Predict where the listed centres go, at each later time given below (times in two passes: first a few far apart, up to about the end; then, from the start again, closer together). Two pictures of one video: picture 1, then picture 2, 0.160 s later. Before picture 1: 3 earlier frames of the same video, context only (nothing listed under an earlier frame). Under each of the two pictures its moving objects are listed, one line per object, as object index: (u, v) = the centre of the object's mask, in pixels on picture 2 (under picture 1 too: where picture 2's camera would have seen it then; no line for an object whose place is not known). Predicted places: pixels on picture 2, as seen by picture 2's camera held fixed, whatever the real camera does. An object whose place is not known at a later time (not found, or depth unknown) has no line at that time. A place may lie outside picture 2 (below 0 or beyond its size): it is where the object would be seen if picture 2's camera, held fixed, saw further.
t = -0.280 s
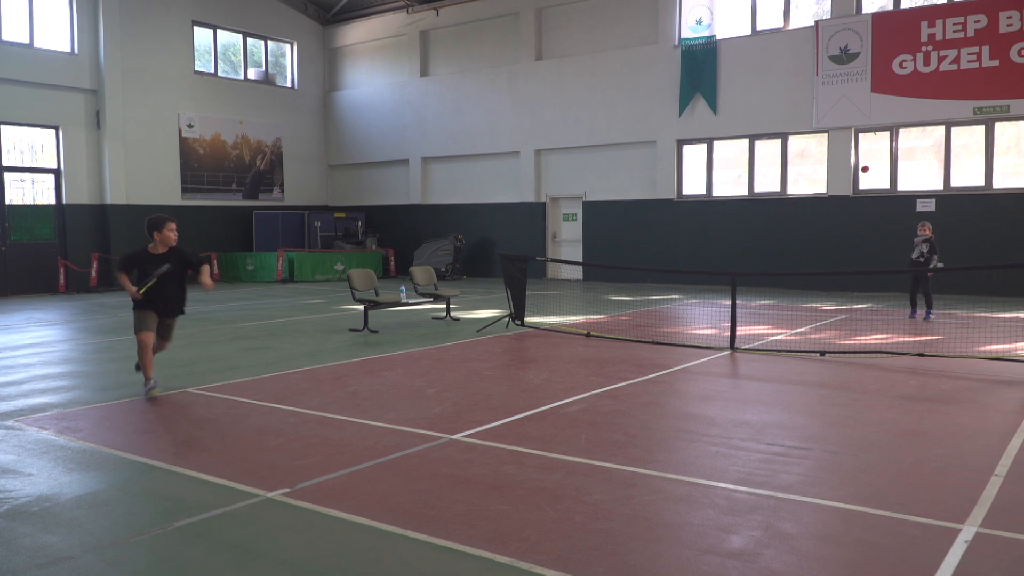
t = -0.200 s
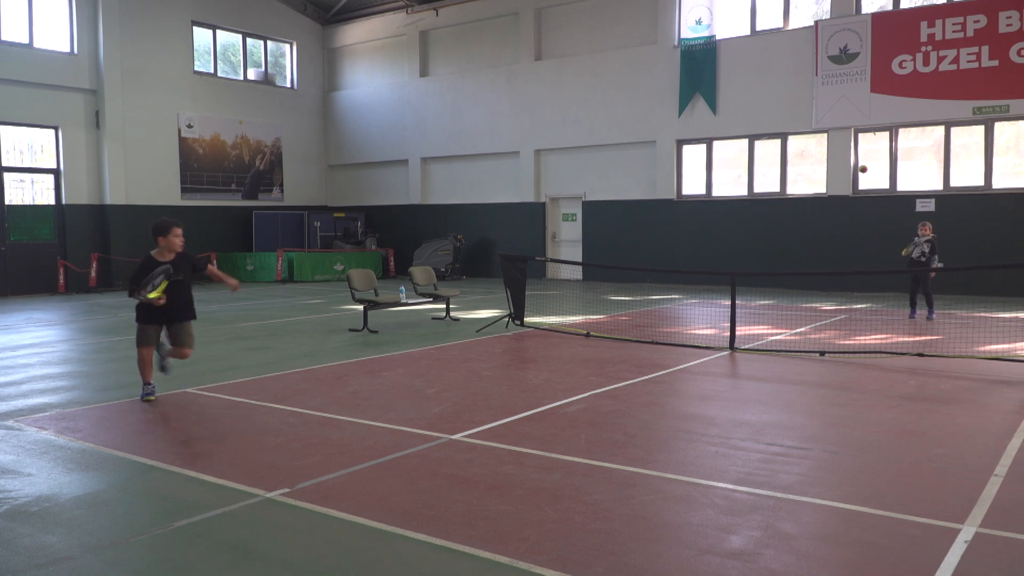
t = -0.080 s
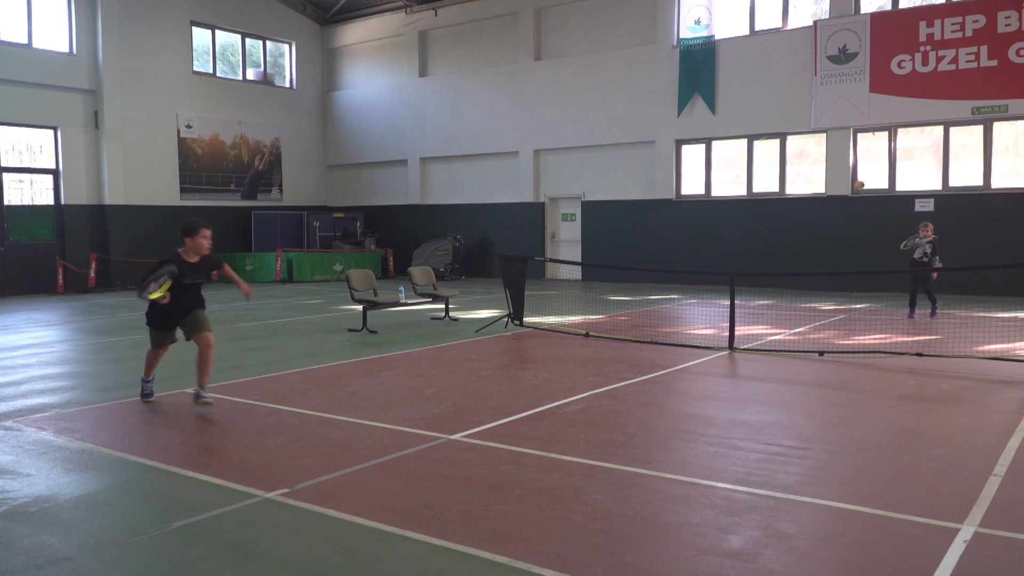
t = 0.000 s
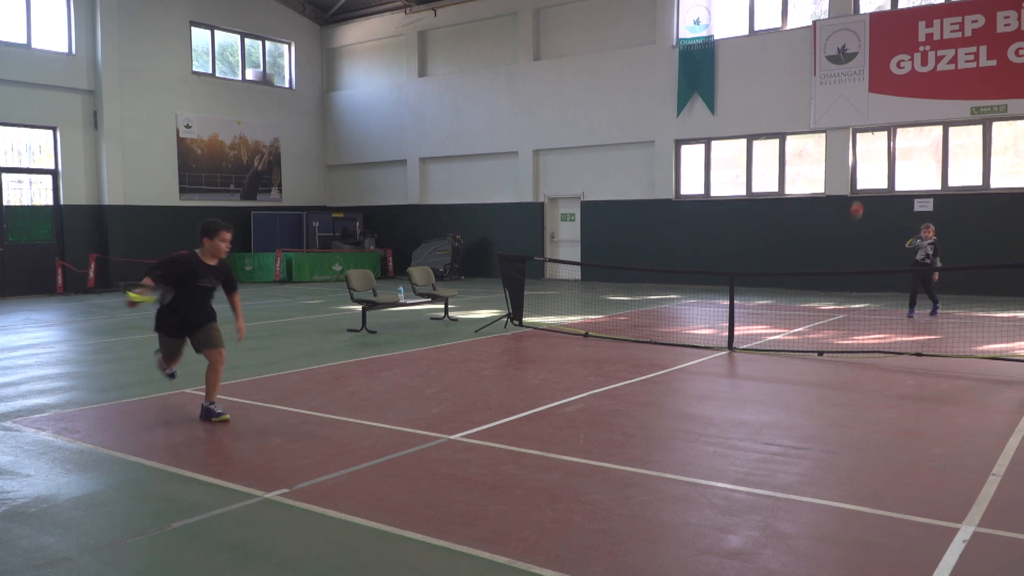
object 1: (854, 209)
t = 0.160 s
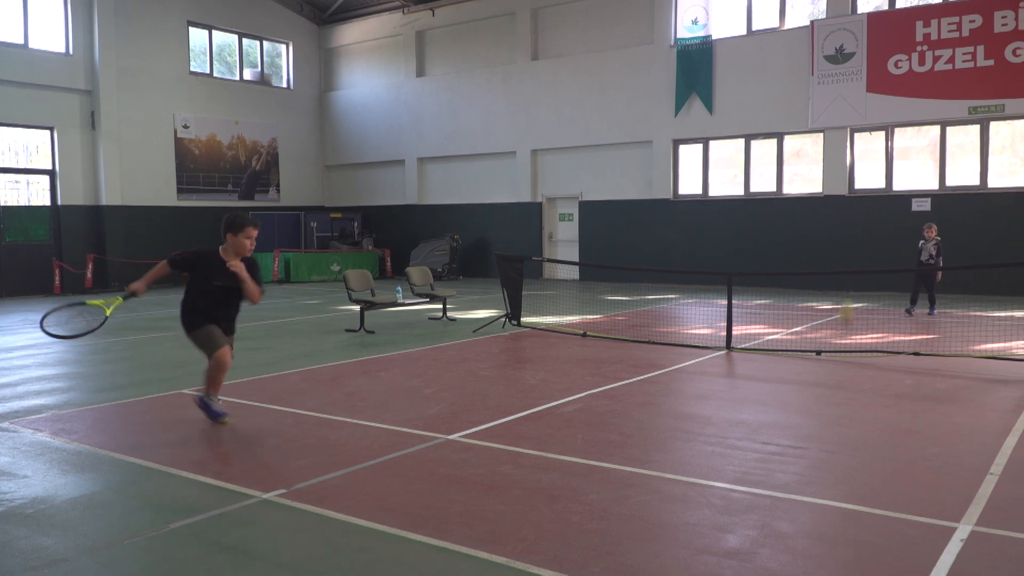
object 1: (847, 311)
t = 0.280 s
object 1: (838, 466)
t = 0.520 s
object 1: (828, 414)
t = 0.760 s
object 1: (813, 442)
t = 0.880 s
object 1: (801, 565)
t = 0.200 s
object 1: (843, 358)
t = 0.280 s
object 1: (838, 466)
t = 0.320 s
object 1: (834, 502)
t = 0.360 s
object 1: (833, 477)
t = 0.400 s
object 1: (833, 459)
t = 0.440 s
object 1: (831, 440)
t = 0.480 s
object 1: (830, 425)
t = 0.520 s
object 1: (828, 414)
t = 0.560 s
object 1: (826, 406)
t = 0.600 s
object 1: (824, 401)
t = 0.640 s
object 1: (822, 402)
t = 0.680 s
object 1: (819, 409)
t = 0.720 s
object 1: (817, 421)
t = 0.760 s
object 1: (813, 442)
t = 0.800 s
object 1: (809, 473)
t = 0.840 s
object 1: (804, 518)
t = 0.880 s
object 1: (801, 565)
